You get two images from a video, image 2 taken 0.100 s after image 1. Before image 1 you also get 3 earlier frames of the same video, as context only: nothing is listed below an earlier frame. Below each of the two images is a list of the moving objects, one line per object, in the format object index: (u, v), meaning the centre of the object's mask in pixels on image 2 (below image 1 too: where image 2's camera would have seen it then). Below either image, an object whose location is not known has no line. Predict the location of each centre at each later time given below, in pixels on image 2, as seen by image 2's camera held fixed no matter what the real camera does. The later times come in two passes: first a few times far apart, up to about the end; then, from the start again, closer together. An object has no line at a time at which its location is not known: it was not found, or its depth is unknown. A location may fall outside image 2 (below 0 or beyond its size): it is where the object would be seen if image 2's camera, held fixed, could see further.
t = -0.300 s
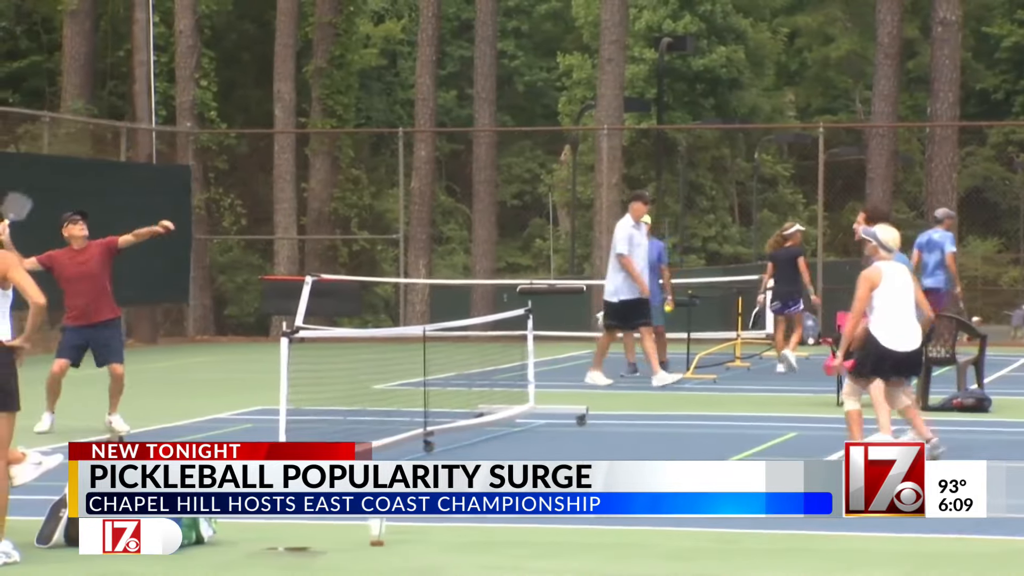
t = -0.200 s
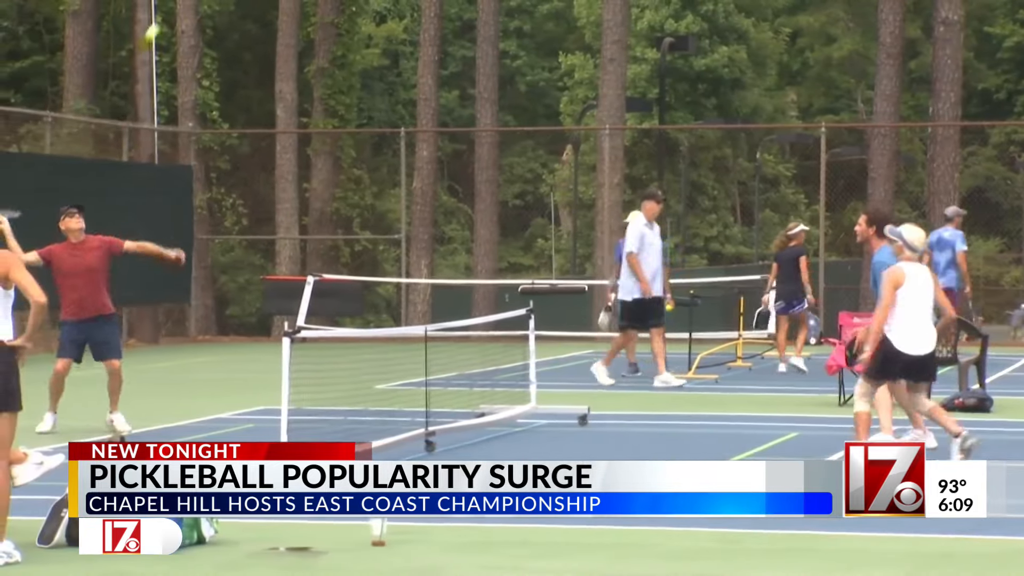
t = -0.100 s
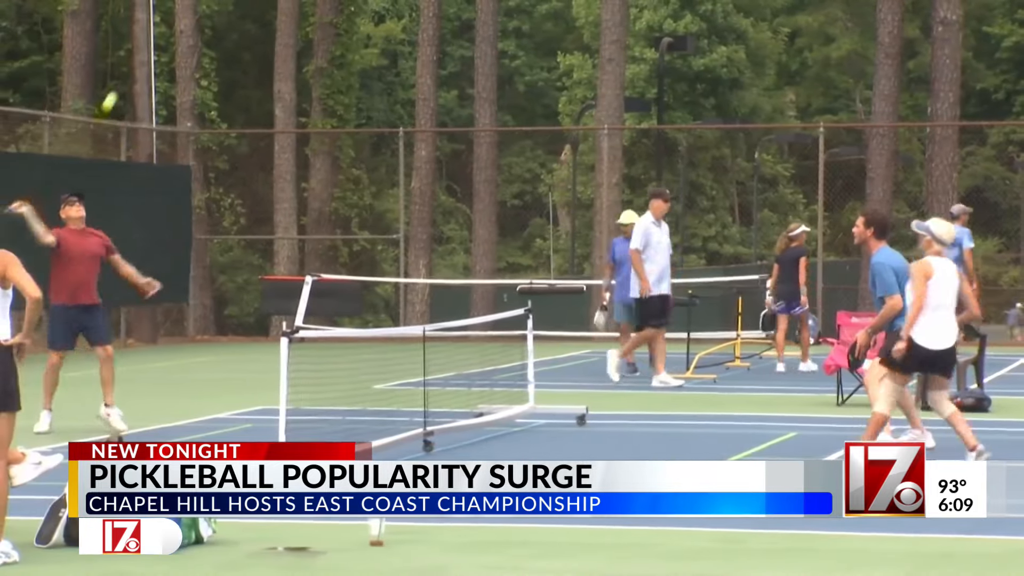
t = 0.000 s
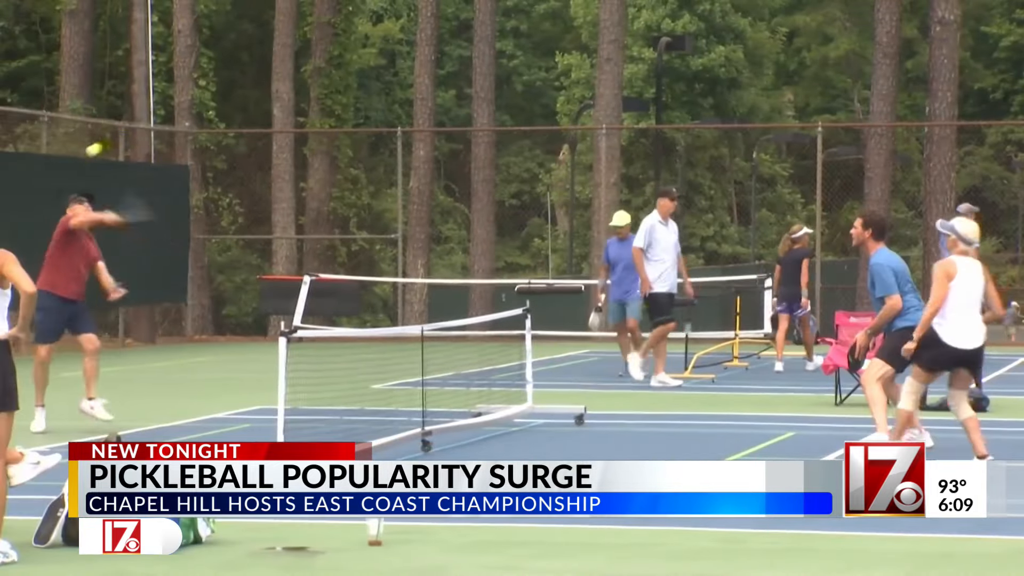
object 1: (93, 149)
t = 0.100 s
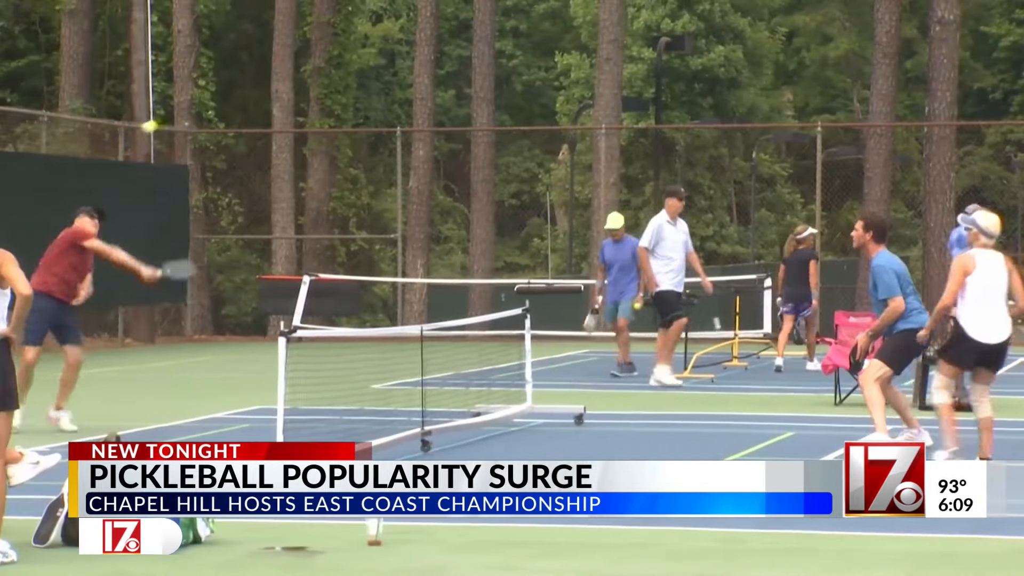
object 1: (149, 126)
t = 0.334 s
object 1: (274, 123)
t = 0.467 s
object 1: (342, 153)
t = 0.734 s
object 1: (477, 285)
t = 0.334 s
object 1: (274, 123)
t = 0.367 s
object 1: (291, 128)
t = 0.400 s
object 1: (308, 135)
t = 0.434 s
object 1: (325, 143)
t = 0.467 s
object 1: (342, 153)
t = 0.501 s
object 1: (359, 164)
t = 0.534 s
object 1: (377, 177)
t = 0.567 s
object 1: (393, 191)
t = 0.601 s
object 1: (411, 207)
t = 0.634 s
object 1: (428, 225)
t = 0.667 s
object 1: (443, 241)
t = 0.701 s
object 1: (460, 263)
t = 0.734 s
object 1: (477, 285)
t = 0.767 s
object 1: (492, 304)
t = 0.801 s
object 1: (509, 330)
